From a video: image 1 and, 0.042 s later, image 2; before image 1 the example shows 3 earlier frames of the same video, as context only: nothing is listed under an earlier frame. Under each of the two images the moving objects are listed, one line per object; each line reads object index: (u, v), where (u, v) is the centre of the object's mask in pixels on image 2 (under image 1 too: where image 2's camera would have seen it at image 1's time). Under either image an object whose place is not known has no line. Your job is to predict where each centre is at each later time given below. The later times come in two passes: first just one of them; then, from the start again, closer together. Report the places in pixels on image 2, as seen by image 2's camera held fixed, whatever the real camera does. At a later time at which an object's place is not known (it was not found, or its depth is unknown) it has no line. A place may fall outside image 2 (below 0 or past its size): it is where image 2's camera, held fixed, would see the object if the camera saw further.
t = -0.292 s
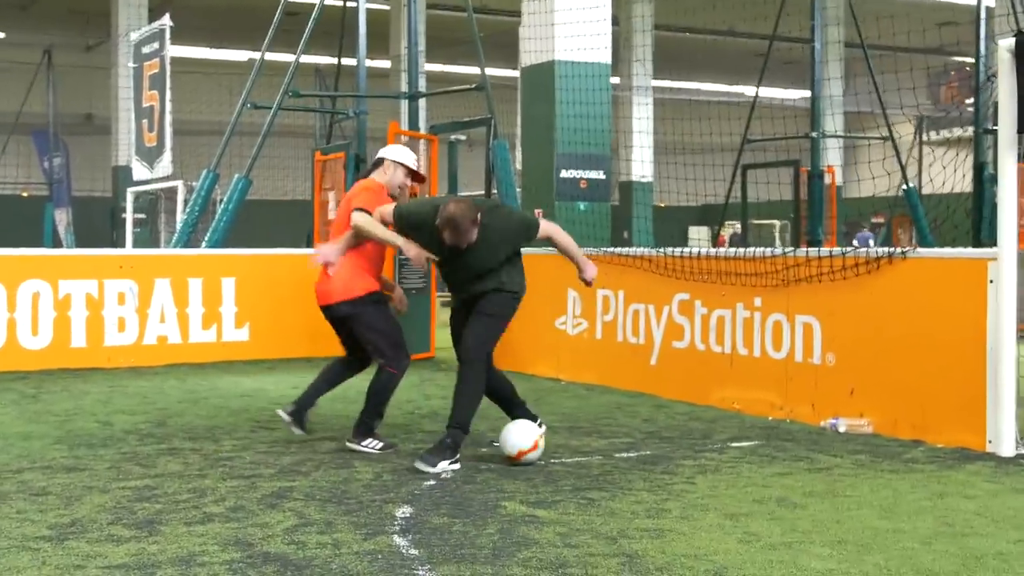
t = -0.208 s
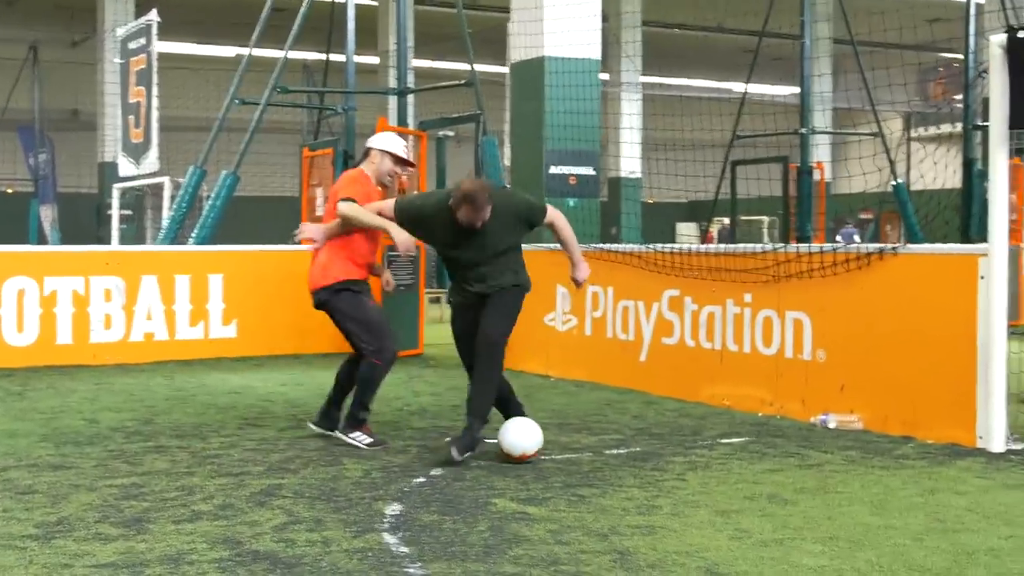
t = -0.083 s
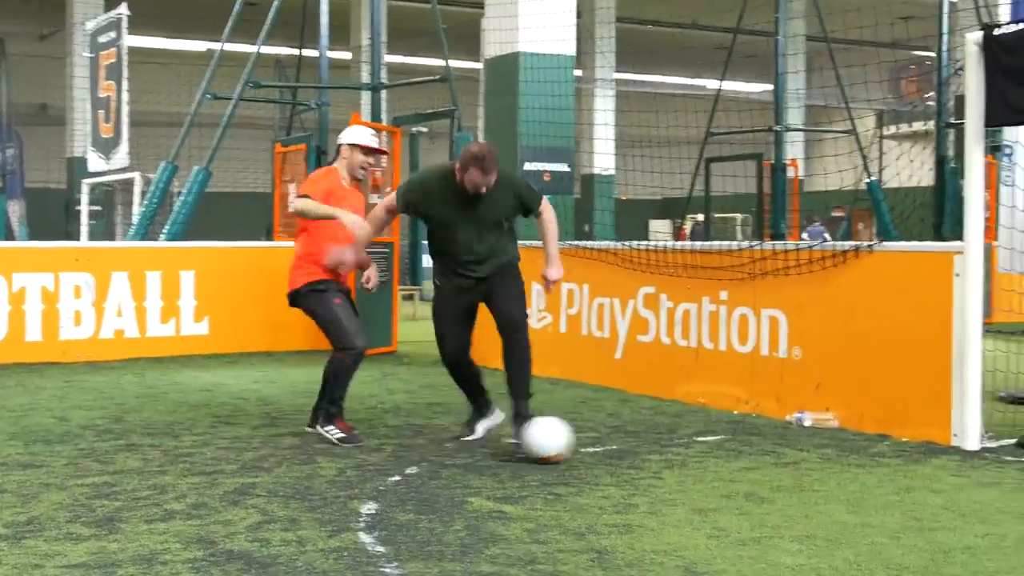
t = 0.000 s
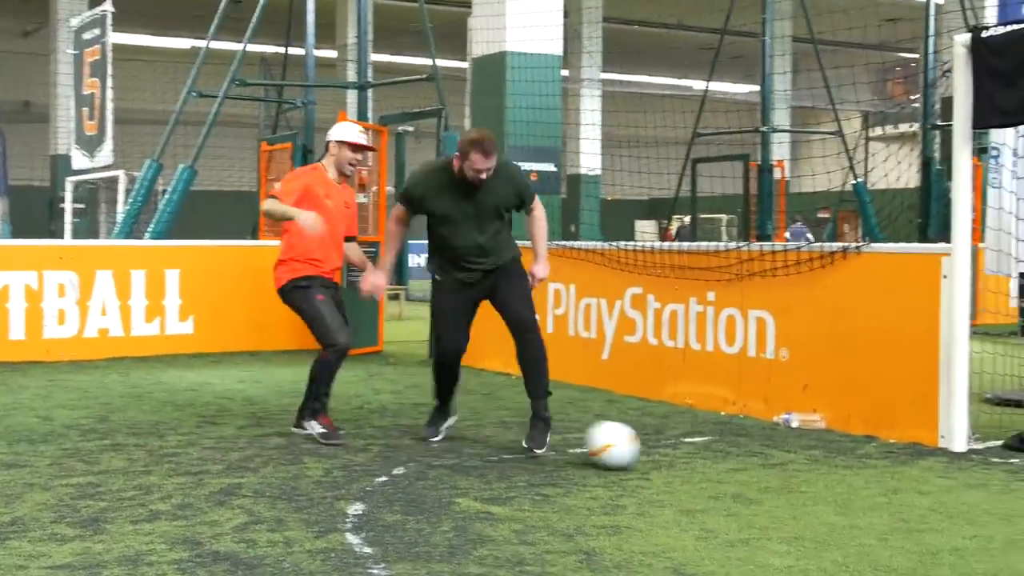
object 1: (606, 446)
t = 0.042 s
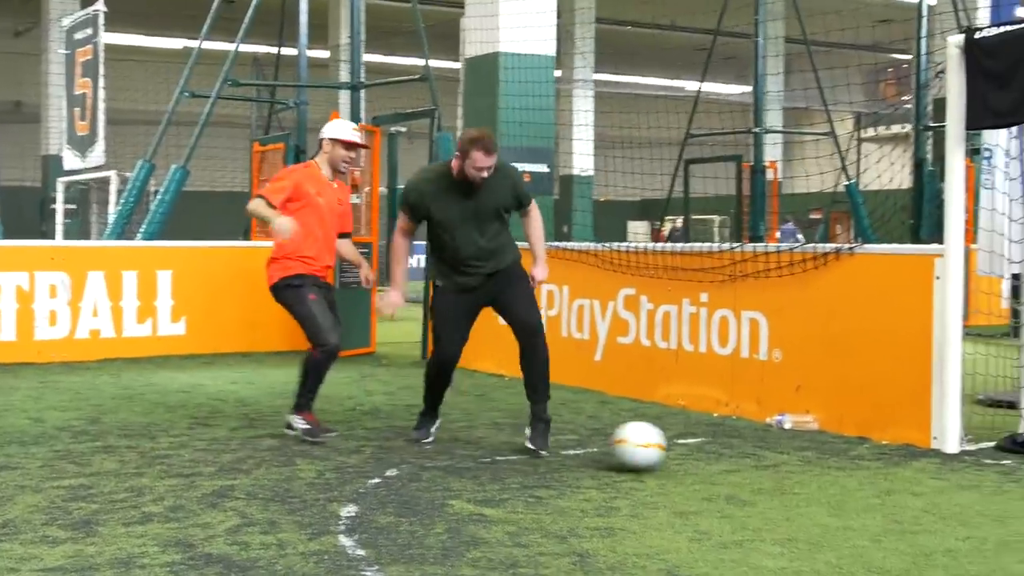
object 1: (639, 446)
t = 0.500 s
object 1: (942, 459)
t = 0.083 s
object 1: (672, 445)
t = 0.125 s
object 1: (706, 450)
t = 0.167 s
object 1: (735, 452)
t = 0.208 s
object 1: (761, 451)
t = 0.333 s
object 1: (838, 456)
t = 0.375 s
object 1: (864, 458)
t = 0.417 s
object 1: (890, 458)
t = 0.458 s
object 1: (916, 460)
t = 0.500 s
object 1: (942, 459)
